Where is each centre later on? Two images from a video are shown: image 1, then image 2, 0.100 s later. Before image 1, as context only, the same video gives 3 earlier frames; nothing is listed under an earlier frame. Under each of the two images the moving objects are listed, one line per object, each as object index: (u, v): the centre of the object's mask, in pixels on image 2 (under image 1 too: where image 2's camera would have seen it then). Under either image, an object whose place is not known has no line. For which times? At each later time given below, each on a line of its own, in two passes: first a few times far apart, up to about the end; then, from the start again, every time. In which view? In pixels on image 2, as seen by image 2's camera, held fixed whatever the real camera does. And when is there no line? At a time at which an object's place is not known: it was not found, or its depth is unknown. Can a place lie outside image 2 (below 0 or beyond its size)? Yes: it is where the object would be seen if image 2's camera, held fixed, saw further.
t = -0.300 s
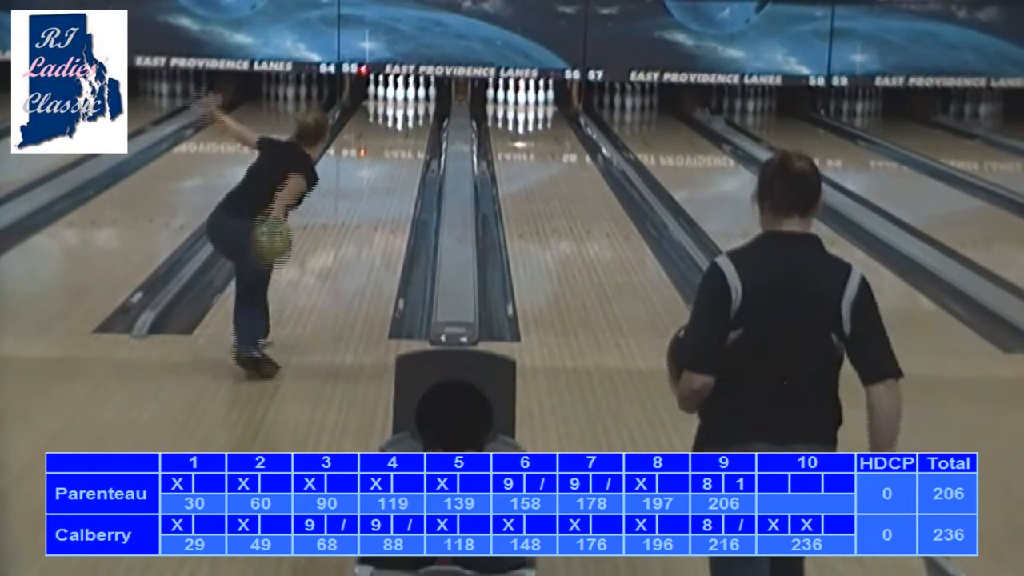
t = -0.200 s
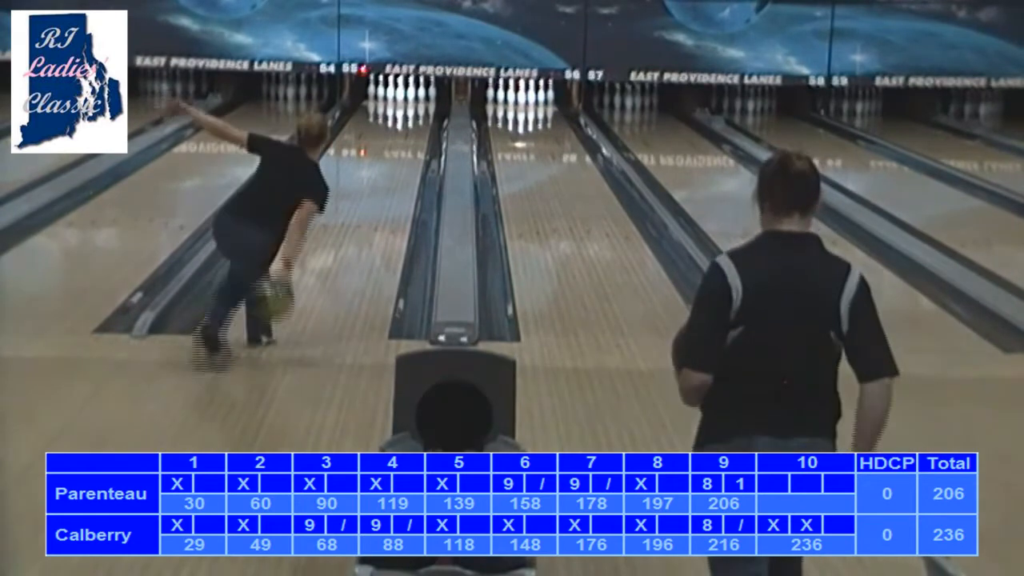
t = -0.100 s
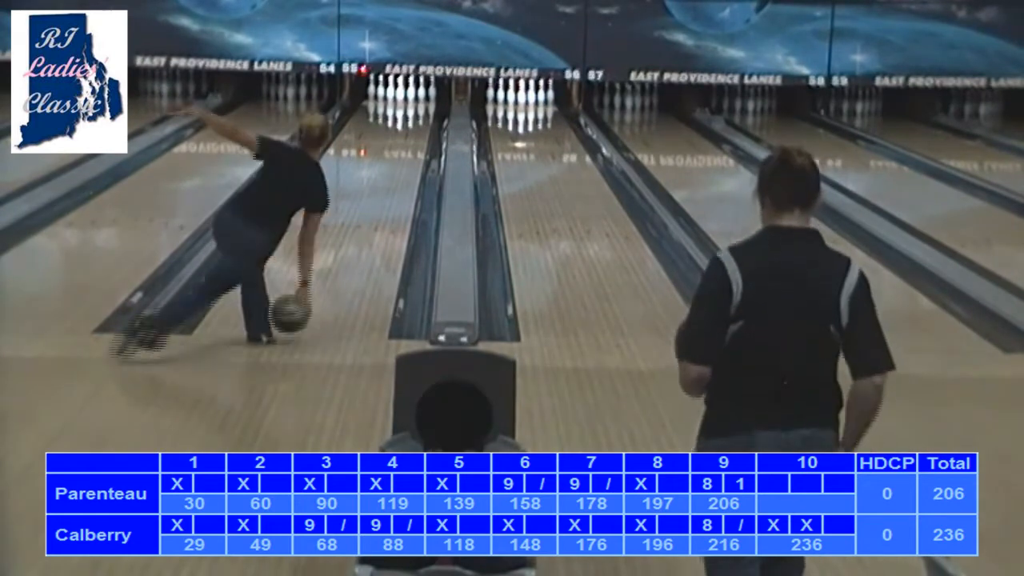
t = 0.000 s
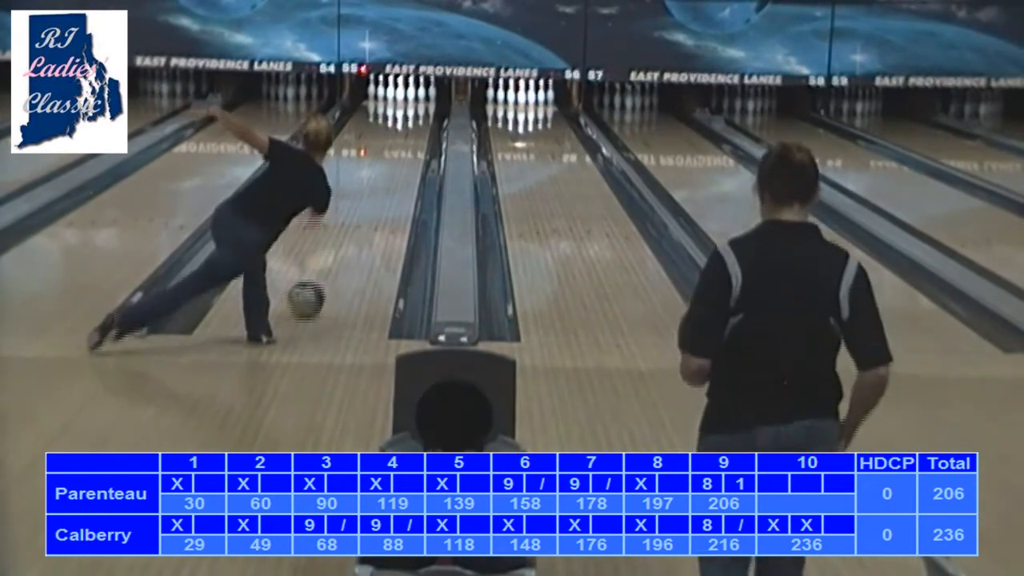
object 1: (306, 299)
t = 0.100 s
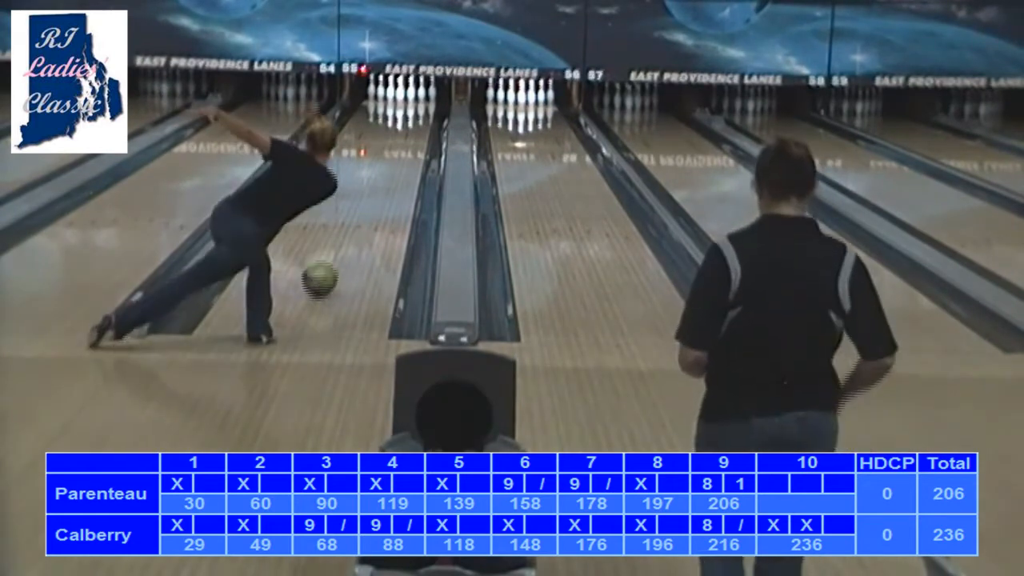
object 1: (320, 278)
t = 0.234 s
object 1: (335, 255)
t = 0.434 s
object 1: (354, 226)
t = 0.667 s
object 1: (371, 201)
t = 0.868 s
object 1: (383, 181)
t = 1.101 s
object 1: (394, 162)
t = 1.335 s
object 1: (402, 148)
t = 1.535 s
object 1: (407, 136)
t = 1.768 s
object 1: (415, 125)
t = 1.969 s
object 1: (416, 117)
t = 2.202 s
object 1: (415, 108)
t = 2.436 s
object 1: (410, 102)
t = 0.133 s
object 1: (323, 271)
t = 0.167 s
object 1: (327, 266)
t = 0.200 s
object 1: (331, 260)
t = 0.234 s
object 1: (335, 255)
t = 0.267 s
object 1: (338, 249)
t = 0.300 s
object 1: (342, 245)
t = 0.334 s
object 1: (346, 241)
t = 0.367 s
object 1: (348, 235)
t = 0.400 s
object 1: (352, 231)
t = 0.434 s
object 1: (354, 226)
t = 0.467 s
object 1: (357, 222)
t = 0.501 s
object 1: (360, 218)
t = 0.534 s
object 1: (362, 215)
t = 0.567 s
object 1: (364, 210)
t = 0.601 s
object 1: (367, 206)
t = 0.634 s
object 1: (369, 203)
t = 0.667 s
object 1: (371, 201)
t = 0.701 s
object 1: (374, 197)
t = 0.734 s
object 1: (375, 194)
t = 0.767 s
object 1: (378, 190)
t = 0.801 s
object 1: (379, 187)
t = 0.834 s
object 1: (381, 184)
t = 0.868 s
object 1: (383, 181)
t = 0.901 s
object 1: (385, 179)
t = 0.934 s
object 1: (387, 176)
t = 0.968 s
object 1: (388, 173)
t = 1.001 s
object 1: (390, 170)
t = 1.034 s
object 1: (391, 167)
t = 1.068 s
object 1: (393, 166)
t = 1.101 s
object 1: (394, 162)
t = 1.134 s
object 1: (395, 160)
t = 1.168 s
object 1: (396, 158)
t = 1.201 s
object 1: (398, 155)
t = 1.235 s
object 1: (399, 154)
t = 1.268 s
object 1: (401, 151)
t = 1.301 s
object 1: (402, 149)
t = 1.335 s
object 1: (402, 148)
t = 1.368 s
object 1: (403, 147)
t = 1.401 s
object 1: (405, 143)
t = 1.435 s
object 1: (406, 142)
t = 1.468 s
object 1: (407, 139)
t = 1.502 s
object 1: (408, 137)
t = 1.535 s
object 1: (407, 136)
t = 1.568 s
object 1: (408, 135)
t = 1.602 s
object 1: (411, 133)
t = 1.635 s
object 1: (411, 132)
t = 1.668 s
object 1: (412, 129)
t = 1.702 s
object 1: (414, 128)
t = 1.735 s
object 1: (414, 127)
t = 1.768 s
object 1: (415, 125)
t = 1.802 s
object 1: (414, 123)
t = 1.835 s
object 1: (413, 122)
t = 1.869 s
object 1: (415, 120)
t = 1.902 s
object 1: (415, 119)
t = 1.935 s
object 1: (416, 117)
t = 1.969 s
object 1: (416, 117)
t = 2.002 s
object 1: (416, 115)
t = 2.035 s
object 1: (416, 115)
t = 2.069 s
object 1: (415, 113)
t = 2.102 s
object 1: (415, 112)
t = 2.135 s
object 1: (415, 111)
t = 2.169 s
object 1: (415, 110)
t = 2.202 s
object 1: (415, 108)
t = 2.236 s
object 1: (414, 108)
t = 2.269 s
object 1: (413, 107)
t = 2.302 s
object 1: (414, 106)
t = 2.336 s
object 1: (413, 105)
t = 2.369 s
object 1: (412, 103)
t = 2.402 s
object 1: (411, 102)
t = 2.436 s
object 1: (410, 102)
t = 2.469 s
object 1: (410, 101)
